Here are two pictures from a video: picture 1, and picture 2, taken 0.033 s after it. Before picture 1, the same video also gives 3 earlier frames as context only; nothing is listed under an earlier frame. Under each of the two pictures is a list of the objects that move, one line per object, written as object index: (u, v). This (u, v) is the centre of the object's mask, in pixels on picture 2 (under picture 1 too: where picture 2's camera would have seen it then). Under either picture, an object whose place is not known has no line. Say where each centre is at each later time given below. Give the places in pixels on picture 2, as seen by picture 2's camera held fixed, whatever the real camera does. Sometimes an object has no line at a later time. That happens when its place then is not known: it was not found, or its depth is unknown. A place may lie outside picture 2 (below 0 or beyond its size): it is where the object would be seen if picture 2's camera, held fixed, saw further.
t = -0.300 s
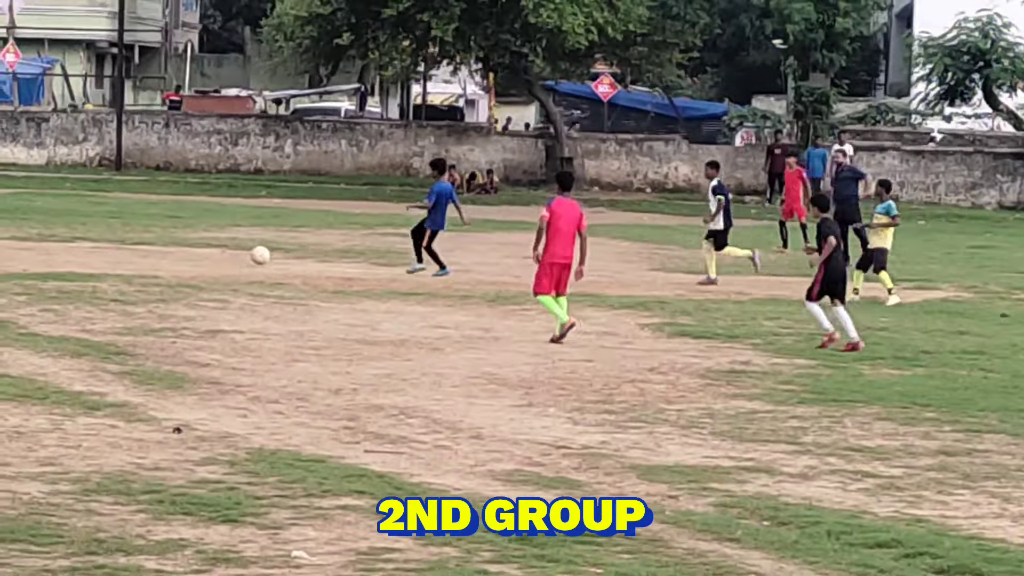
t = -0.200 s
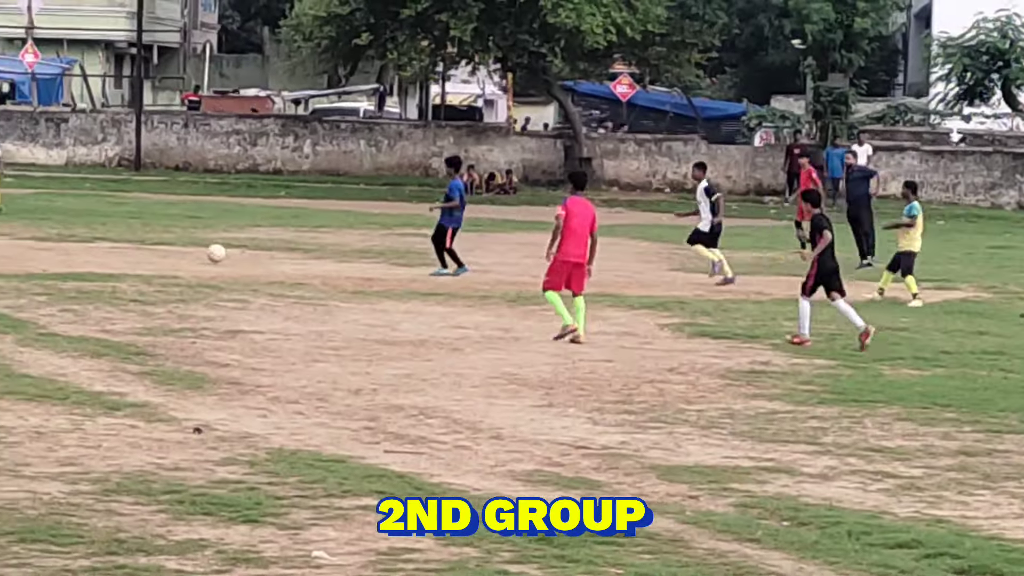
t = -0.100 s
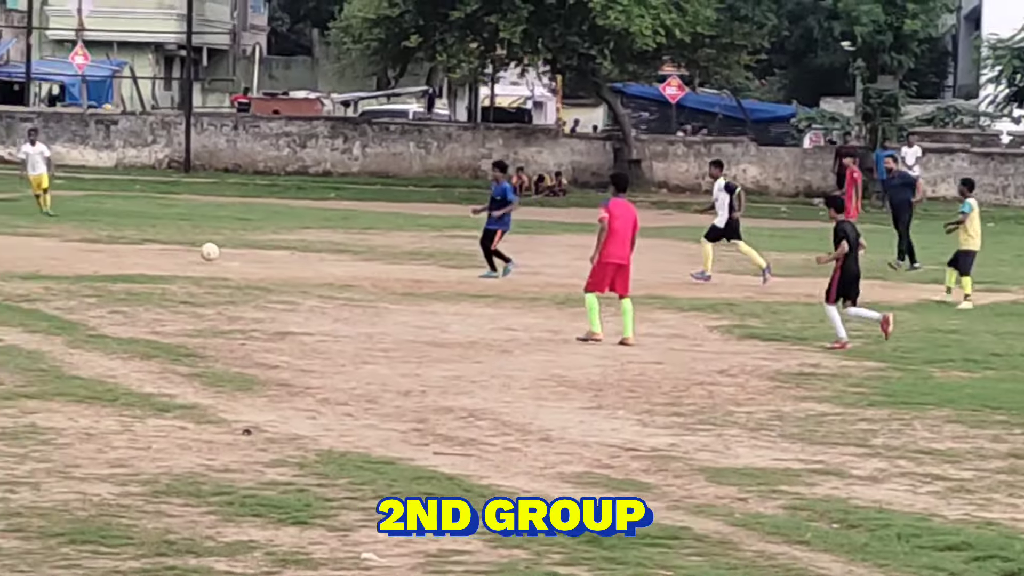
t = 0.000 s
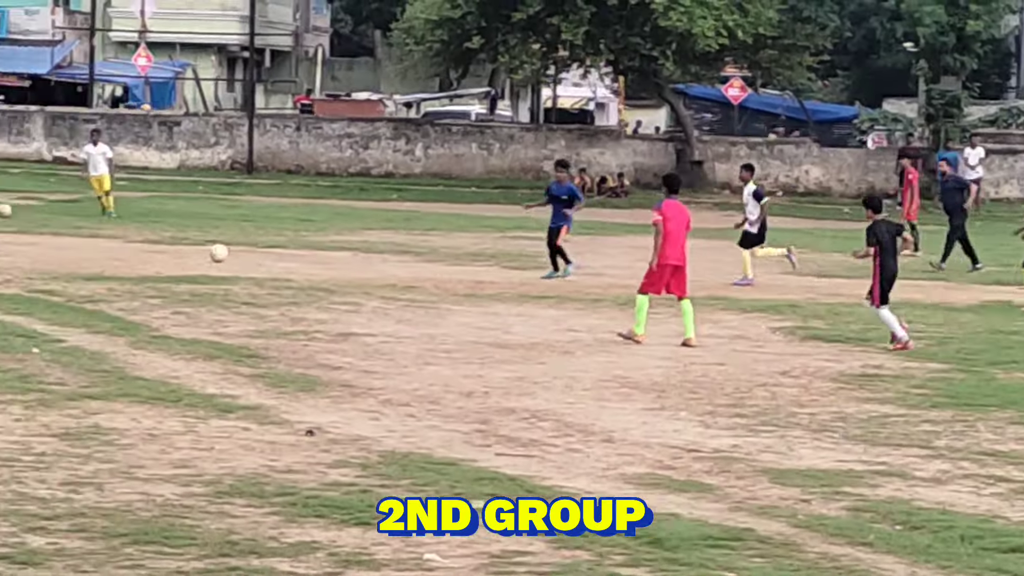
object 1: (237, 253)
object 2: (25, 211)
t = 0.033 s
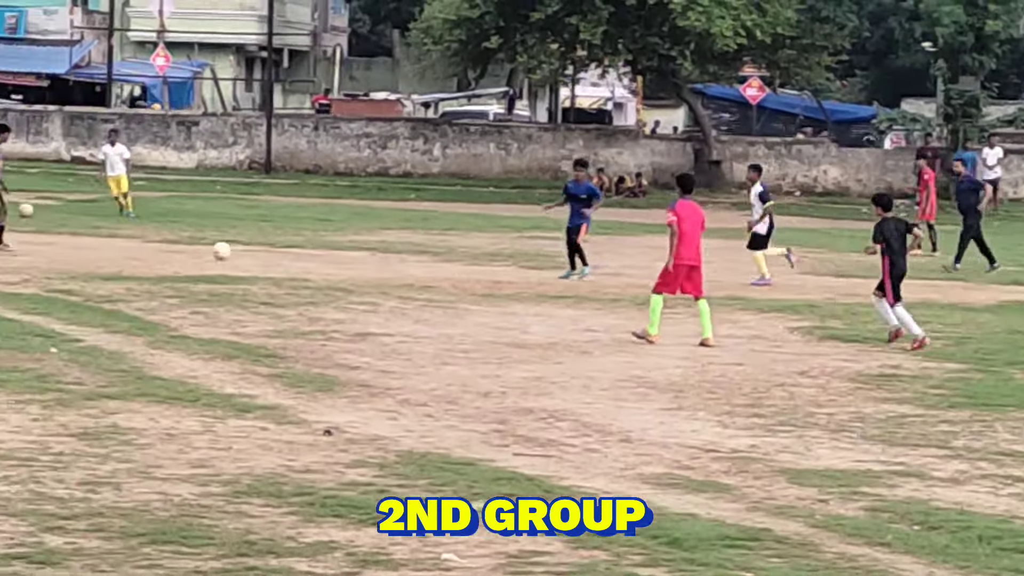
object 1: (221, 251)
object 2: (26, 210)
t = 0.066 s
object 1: (207, 248)
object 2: (29, 210)
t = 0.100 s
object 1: (191, 246)
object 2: (31, 209)
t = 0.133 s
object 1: (176, 245)
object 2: (34, 208)
